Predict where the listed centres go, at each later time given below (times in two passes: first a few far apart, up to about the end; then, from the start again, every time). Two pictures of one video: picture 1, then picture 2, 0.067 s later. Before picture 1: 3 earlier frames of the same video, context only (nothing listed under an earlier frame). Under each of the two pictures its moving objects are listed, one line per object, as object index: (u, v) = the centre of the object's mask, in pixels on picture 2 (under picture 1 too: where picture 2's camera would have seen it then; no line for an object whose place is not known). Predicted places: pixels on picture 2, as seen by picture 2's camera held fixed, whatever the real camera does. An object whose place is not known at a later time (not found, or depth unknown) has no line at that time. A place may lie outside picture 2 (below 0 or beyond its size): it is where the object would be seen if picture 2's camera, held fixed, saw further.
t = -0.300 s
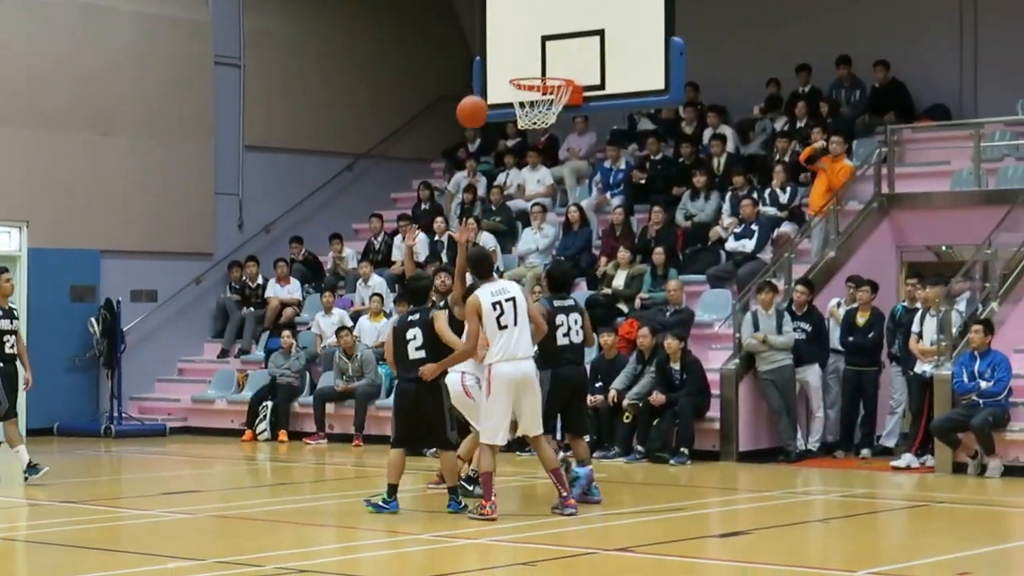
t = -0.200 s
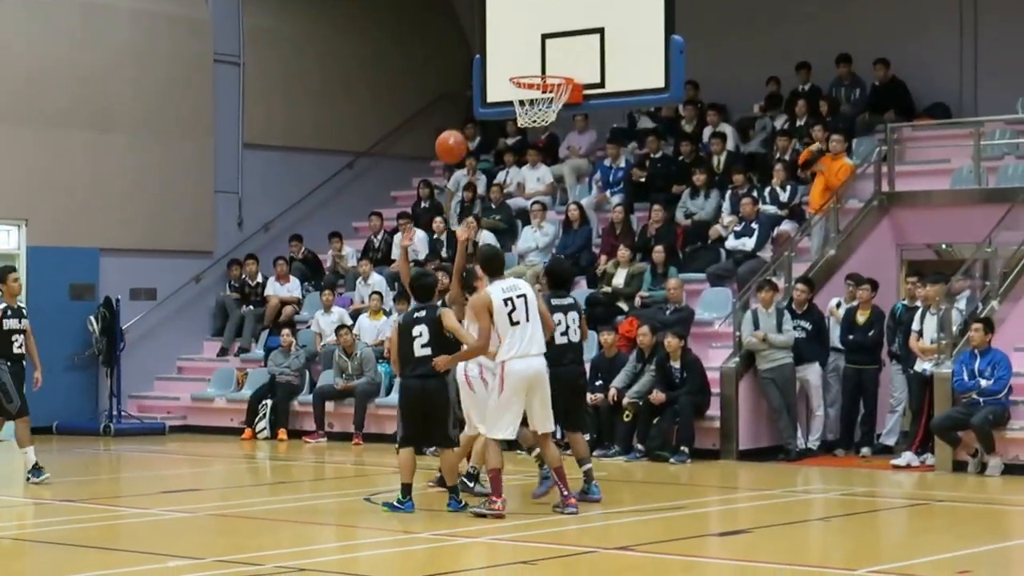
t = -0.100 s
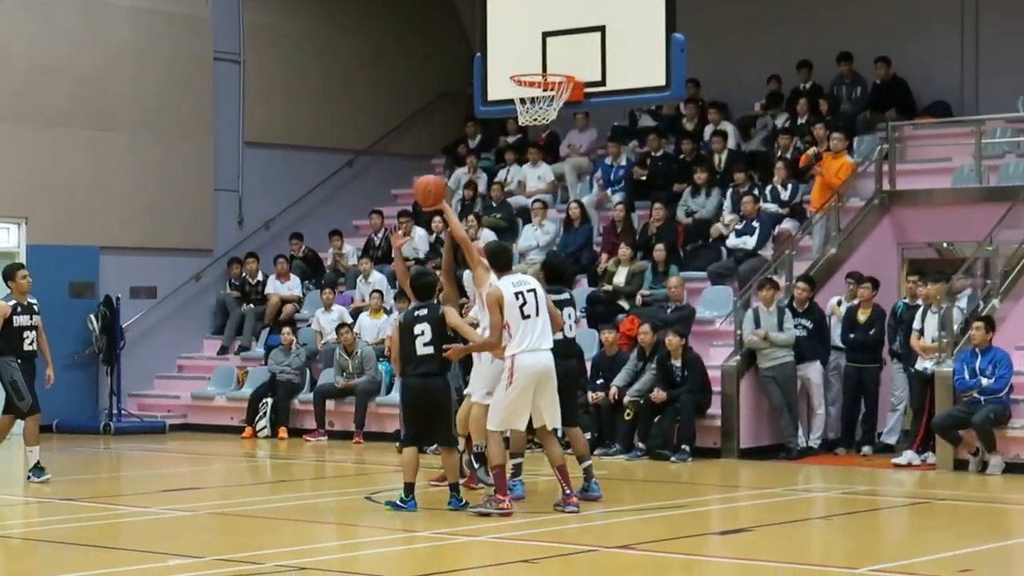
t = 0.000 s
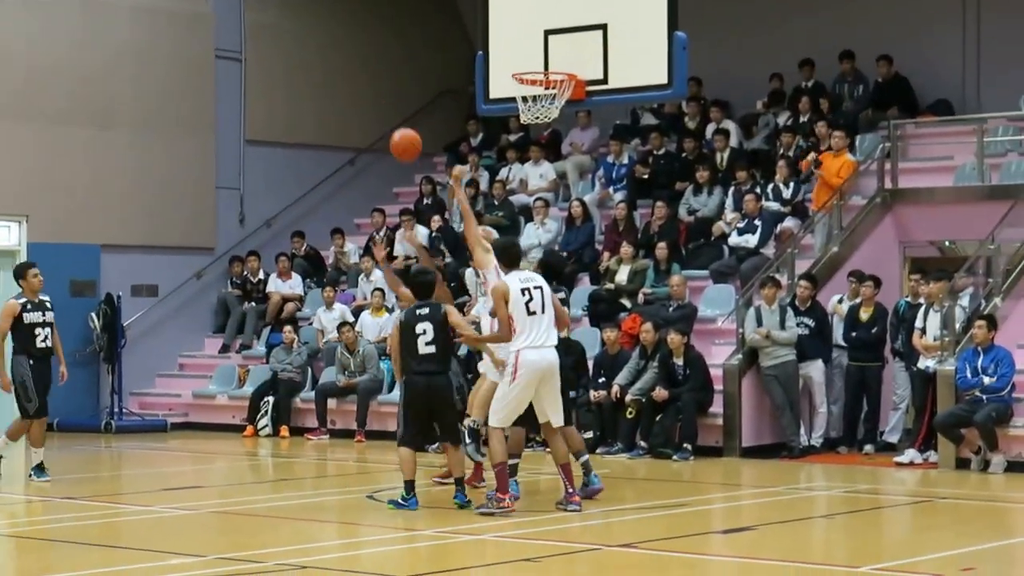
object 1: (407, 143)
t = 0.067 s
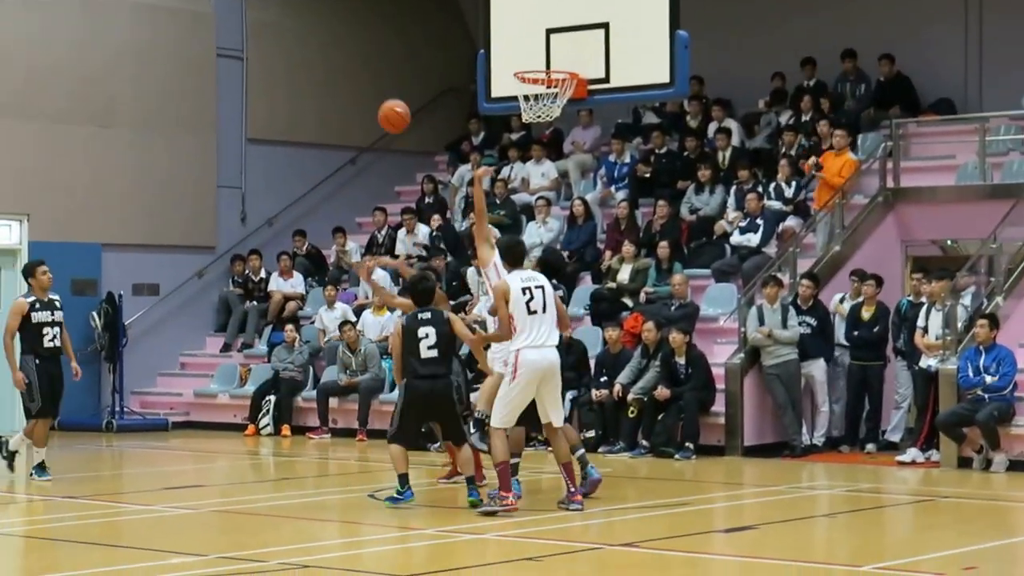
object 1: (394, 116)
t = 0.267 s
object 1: (354, 67)
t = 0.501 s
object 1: (305, 76)
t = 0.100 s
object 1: (387, 104)
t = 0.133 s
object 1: (380, 94)
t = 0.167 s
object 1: (374, 85)
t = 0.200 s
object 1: (367, 77)
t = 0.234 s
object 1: (360, 72)
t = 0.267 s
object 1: (354, 67)
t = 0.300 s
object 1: (346, 64)
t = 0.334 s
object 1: (339, 63)
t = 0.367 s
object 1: (333, 62)
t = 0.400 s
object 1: (326, 63)
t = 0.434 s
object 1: (319, 66)
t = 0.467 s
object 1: (312, 70)
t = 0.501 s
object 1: (305, 76)
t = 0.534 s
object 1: (298, 83)
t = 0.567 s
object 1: (290, 93)
